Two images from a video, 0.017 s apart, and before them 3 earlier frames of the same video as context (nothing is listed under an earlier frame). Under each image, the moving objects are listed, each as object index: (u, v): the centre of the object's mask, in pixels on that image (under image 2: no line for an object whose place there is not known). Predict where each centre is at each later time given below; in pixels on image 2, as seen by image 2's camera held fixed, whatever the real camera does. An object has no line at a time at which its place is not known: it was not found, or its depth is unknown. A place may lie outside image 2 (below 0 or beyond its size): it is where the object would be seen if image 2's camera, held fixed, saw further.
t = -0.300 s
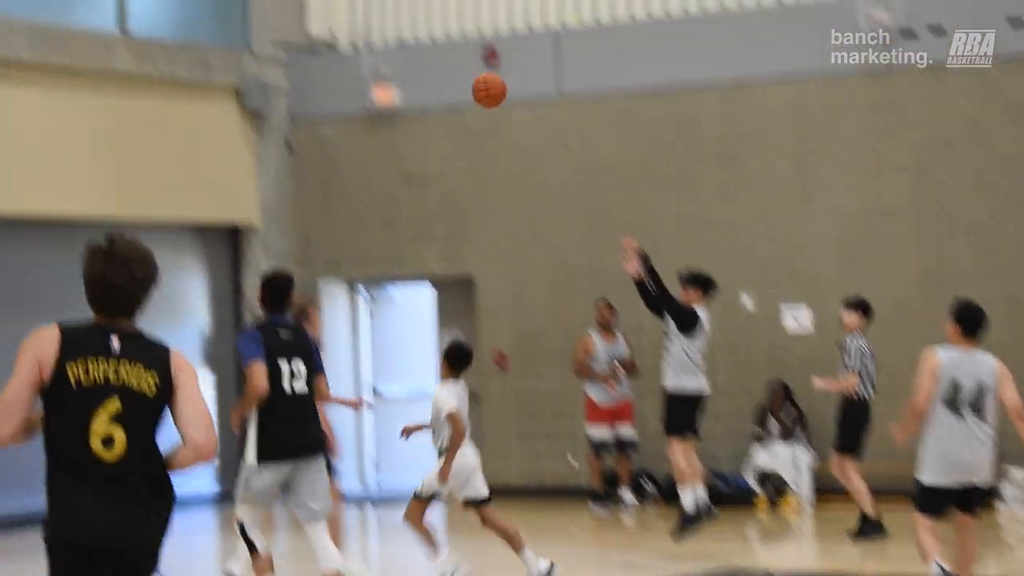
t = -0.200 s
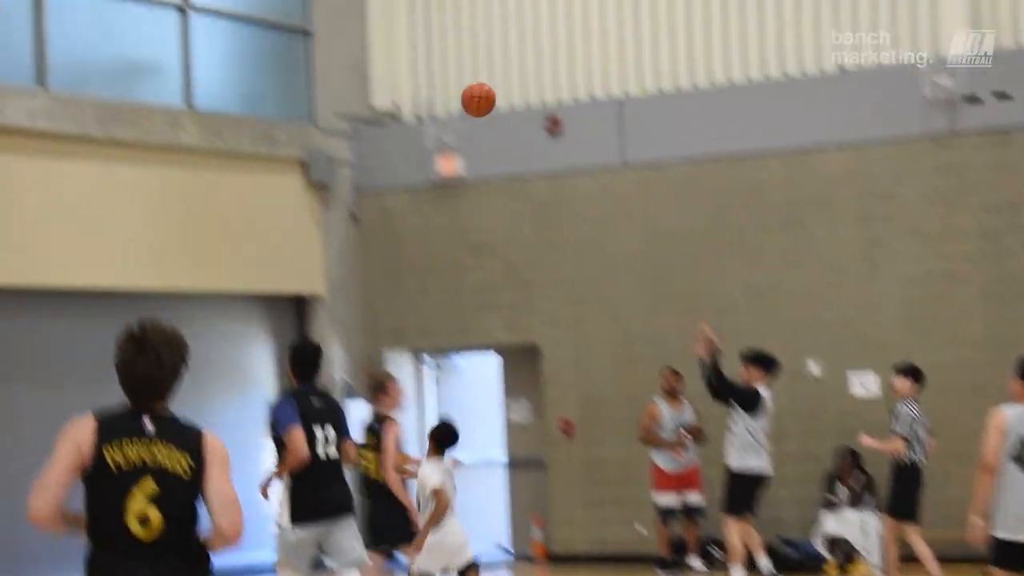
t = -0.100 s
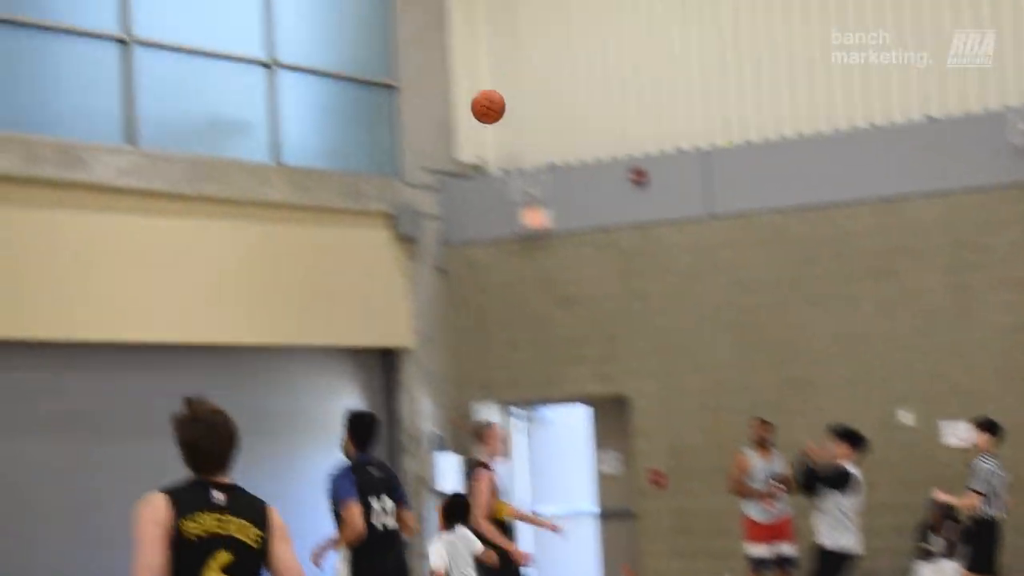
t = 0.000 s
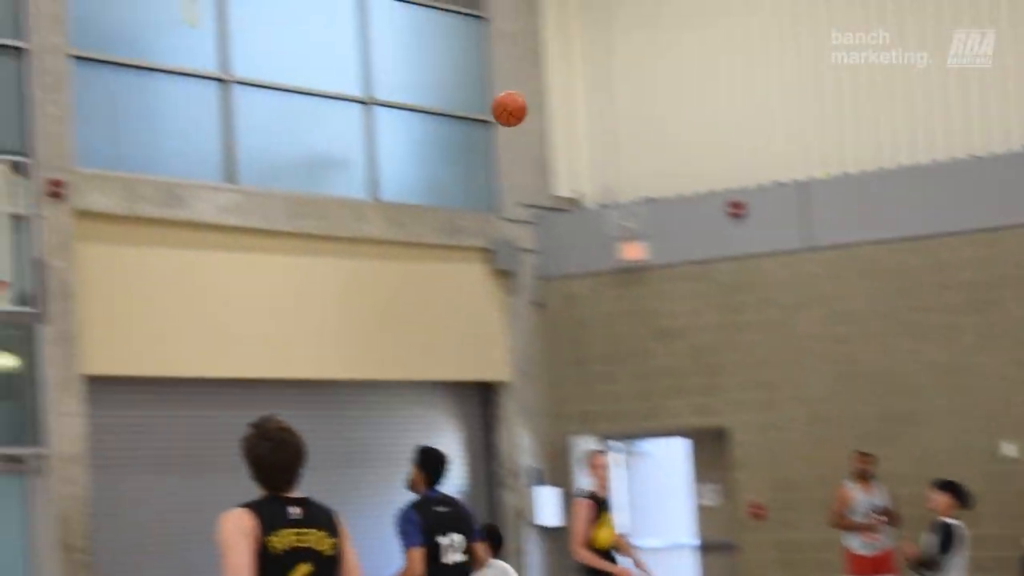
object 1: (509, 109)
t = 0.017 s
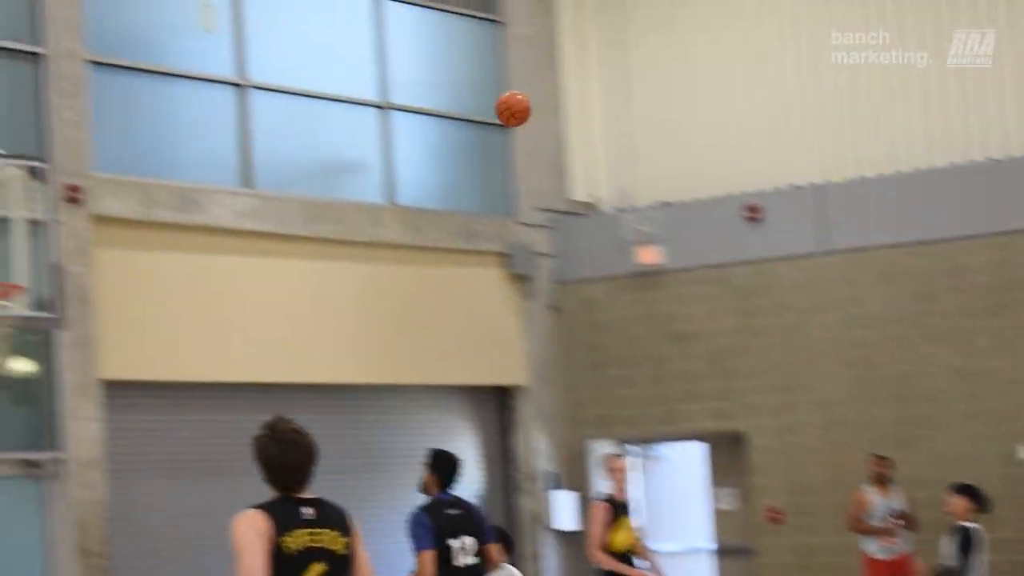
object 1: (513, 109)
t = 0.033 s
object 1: (501, 106)
